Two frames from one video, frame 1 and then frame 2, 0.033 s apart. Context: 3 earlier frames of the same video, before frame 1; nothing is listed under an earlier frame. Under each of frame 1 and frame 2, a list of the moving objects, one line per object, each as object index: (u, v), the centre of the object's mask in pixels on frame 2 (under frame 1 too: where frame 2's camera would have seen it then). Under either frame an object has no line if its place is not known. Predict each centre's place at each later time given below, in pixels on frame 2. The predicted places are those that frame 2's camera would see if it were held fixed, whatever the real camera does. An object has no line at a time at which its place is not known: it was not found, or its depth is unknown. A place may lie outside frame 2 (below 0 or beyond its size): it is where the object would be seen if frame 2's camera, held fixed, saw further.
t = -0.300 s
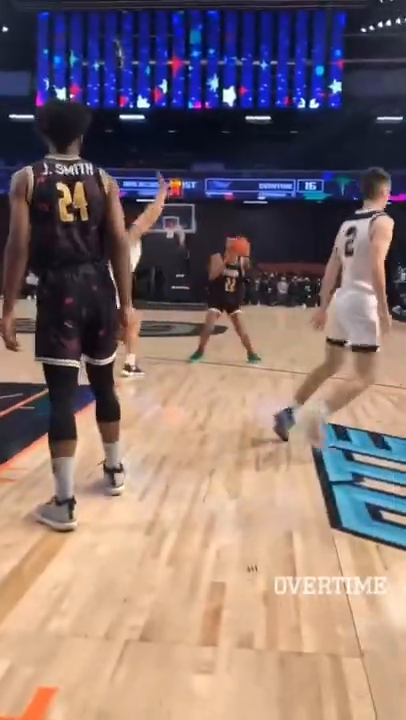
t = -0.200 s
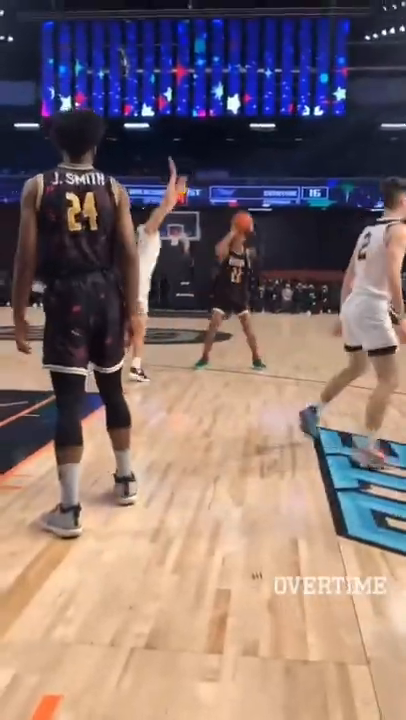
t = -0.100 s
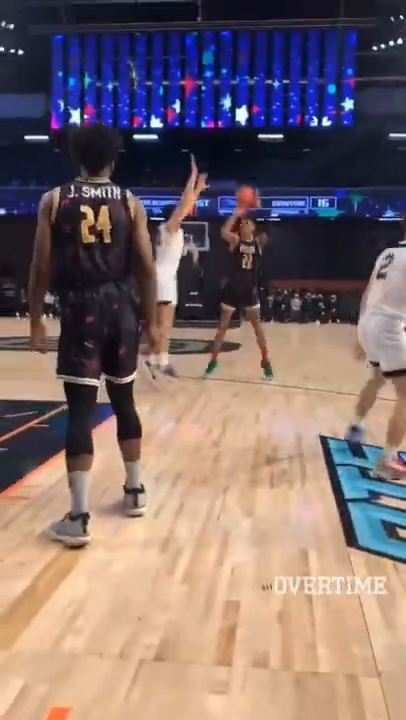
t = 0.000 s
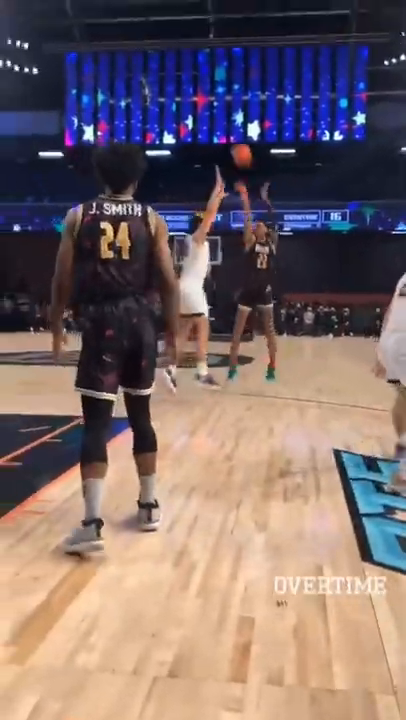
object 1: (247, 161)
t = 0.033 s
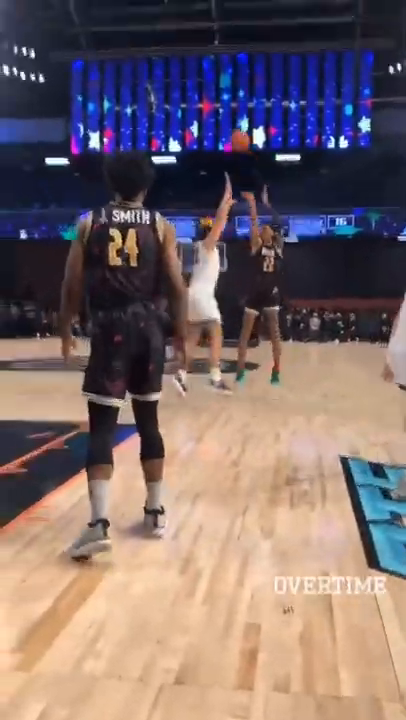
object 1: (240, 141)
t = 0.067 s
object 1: (233, 120)
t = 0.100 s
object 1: (228, 102)
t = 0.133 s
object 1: (220, 84)
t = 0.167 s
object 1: (212, 65)
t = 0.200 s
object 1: (205, 48)
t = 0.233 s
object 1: (197, 31)
